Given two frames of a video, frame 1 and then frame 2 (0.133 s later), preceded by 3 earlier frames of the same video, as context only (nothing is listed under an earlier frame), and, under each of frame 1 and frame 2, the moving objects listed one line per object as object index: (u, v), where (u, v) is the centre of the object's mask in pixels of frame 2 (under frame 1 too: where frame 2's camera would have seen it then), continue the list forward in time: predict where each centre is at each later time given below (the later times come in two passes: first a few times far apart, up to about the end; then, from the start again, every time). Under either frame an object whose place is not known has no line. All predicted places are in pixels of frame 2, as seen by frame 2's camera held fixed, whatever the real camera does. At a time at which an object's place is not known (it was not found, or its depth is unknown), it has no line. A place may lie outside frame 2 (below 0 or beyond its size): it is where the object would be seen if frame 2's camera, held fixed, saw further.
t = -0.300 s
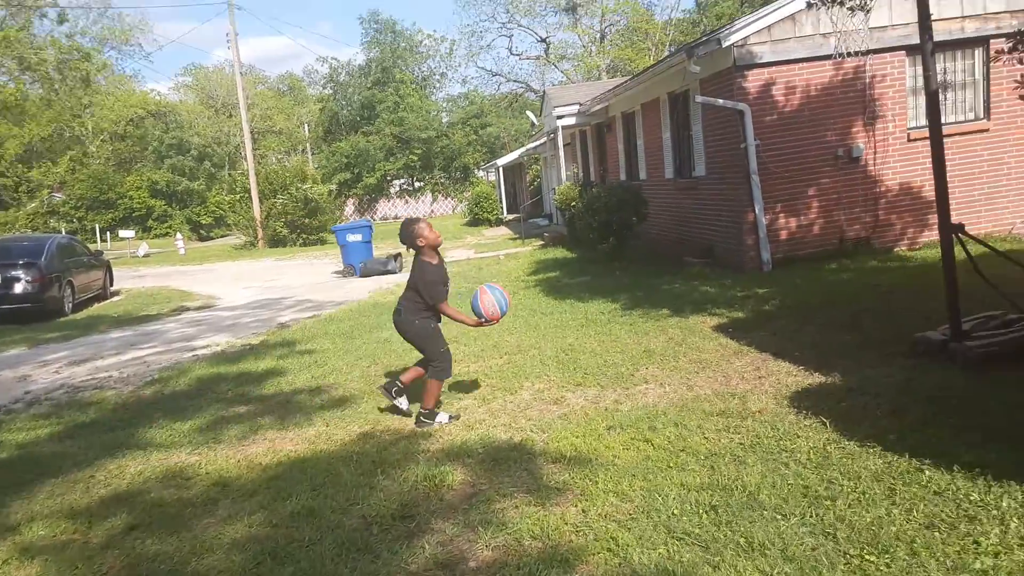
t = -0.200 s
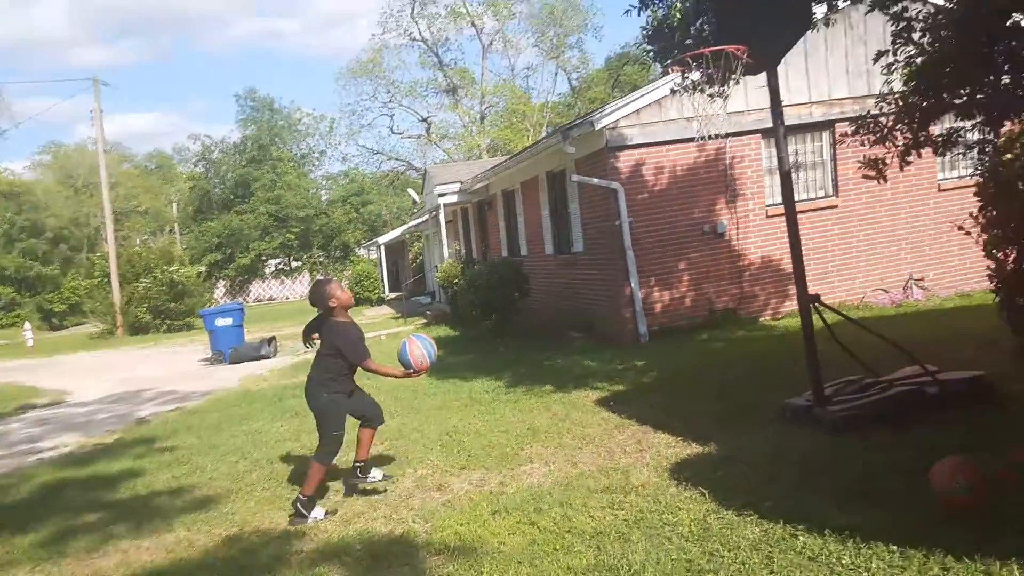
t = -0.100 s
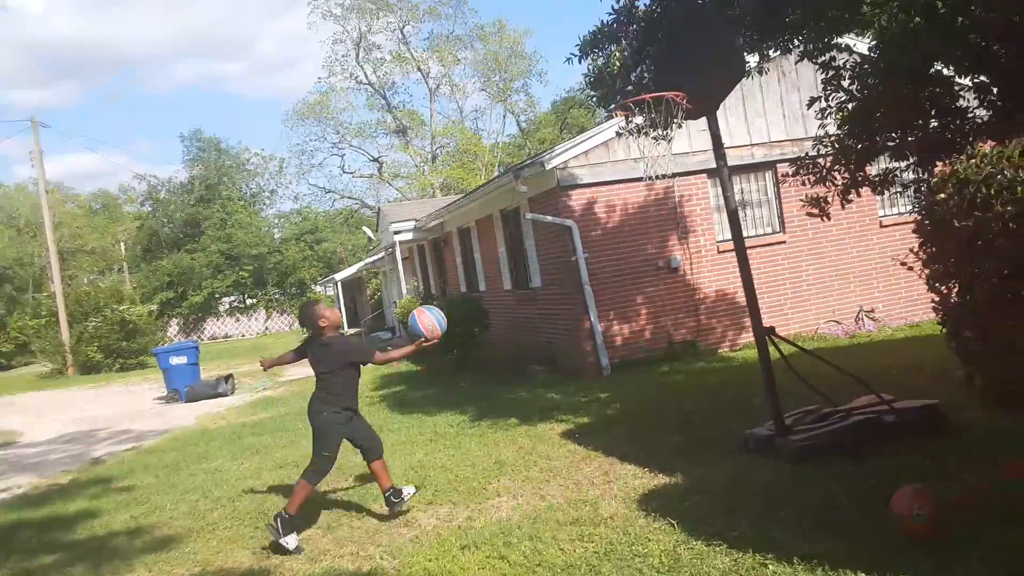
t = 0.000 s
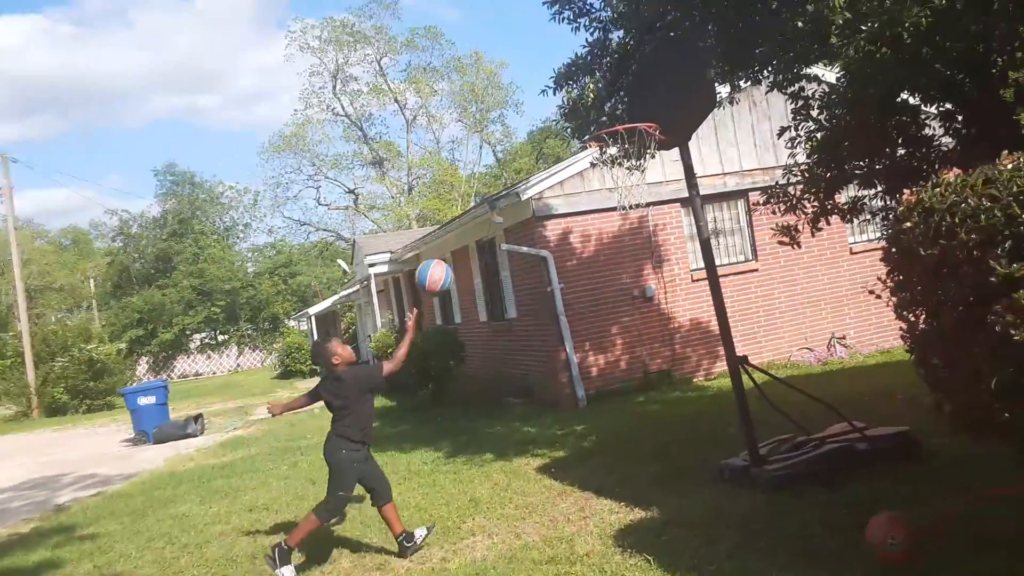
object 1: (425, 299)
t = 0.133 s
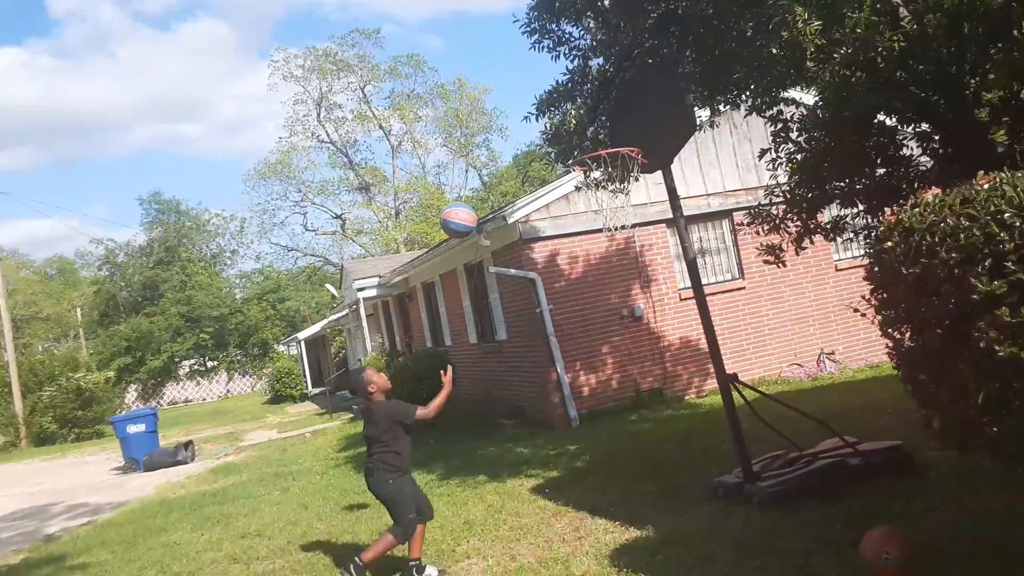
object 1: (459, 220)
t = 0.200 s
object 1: (476, 192)
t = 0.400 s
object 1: (537, 144)
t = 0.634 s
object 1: (608, 144)
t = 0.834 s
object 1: (636, 127)
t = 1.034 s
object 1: (664, 142)
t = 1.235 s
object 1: (690, 220)
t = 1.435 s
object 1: (735, 373)
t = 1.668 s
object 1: (785, 459)
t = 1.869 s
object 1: (808, 357)
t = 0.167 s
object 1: (467, 206)
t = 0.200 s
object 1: (476, 192)
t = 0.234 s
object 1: (487, 178)
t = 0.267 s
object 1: (497, 168)
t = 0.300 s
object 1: (505, 160)
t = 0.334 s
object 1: (515, 153)
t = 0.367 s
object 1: (525, 149)
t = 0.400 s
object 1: (537, 144)
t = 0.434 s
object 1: (550, 141)
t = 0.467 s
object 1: (560, 140)
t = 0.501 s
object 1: (570, 141)
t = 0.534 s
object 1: (581, 143)
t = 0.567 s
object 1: (590, 144)
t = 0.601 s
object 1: (602, 146)
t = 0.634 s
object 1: (608, 144)
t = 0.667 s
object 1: (612, 141)
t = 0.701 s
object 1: (618, 139)
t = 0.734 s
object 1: (625, 138)
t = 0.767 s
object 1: (629, 133)
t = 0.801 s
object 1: (633, 130)
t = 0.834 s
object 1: (636, 127)
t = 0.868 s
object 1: (638, 126)
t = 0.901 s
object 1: (643, 127)
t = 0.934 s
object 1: (647, 130)
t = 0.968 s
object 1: (654, 132)
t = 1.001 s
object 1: (660, 137)
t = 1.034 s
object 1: (664, 142)
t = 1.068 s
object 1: (666, 152)
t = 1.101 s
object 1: (671, 162)
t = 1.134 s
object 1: (676, 173)
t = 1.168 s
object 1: (680, 187)
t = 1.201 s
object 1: (685, 202)
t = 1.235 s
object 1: (690, 220)
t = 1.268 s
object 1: (696, 240)
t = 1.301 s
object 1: (703, 262)
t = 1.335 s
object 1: (711, 286)
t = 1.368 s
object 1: (719, 312)
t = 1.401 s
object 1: (727, 341)
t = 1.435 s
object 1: (735, 373)
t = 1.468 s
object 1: (745, 407)
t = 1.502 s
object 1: (754, 444)
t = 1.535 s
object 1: (766, 482)
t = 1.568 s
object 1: (778, 524)
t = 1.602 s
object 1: (780, 506)
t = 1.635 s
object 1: (781, 482)
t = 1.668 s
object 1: (785, 459)
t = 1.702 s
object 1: (788, 439)
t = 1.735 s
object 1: (792, 418)
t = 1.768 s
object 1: (796, 400)
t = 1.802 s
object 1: (799, 384)
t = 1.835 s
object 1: (803, 370)
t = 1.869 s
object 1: (808, 357)
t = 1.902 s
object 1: (814, 347)
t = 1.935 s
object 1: (820, 338)
